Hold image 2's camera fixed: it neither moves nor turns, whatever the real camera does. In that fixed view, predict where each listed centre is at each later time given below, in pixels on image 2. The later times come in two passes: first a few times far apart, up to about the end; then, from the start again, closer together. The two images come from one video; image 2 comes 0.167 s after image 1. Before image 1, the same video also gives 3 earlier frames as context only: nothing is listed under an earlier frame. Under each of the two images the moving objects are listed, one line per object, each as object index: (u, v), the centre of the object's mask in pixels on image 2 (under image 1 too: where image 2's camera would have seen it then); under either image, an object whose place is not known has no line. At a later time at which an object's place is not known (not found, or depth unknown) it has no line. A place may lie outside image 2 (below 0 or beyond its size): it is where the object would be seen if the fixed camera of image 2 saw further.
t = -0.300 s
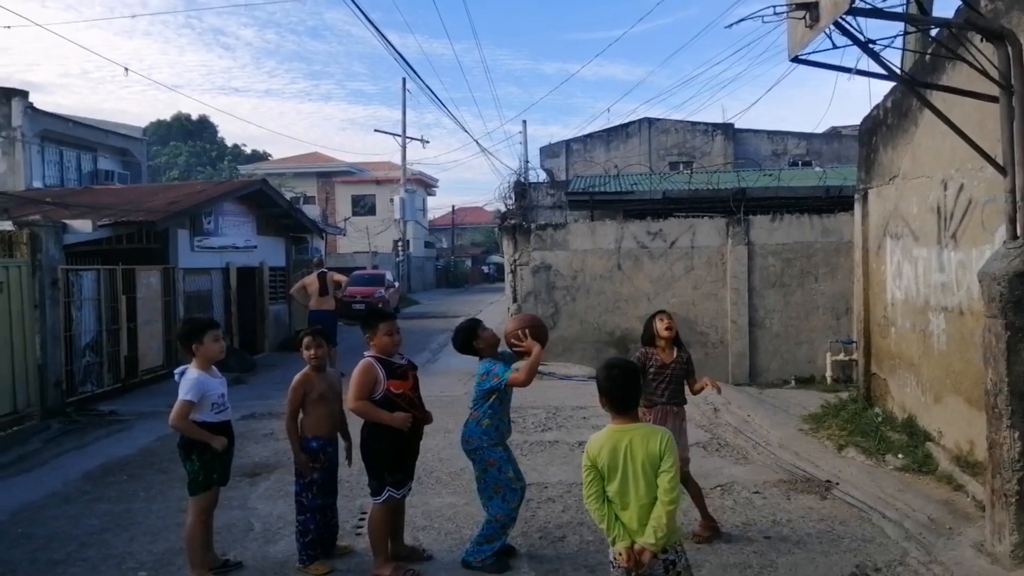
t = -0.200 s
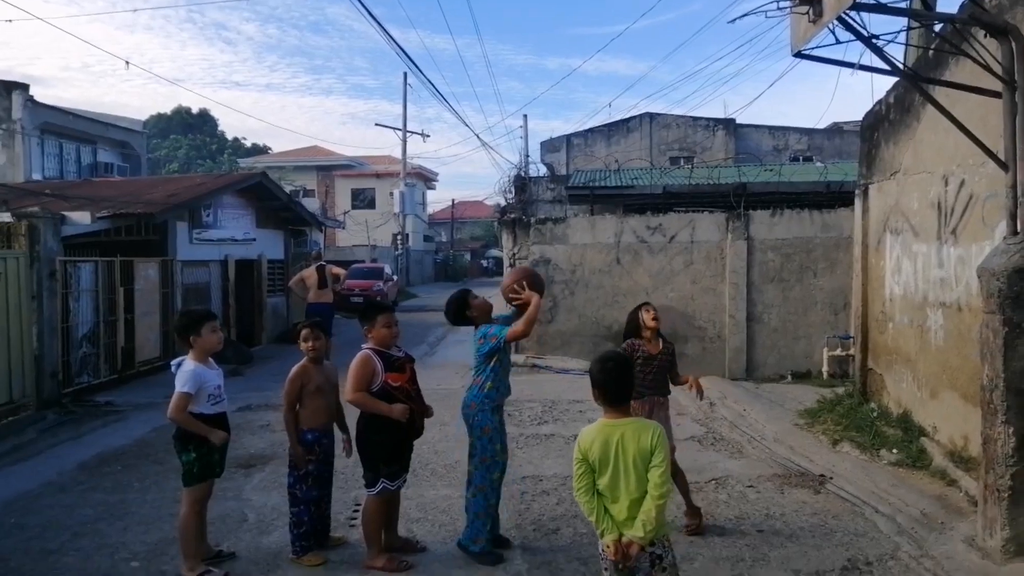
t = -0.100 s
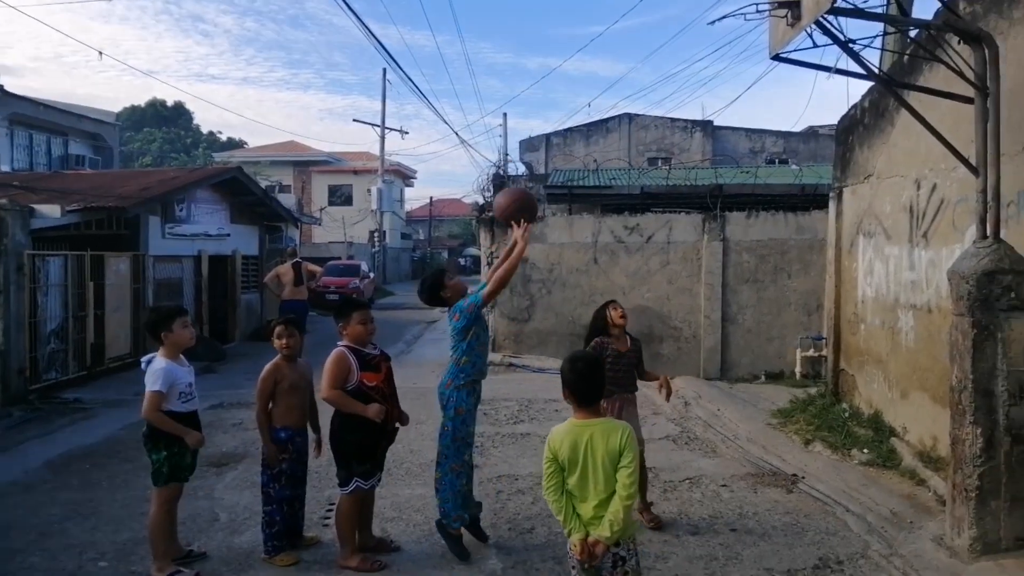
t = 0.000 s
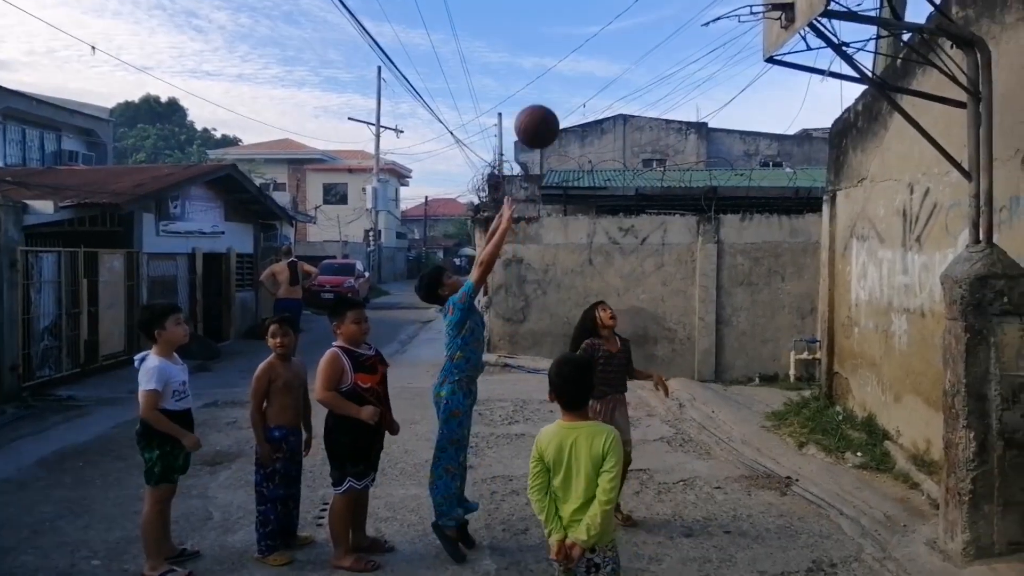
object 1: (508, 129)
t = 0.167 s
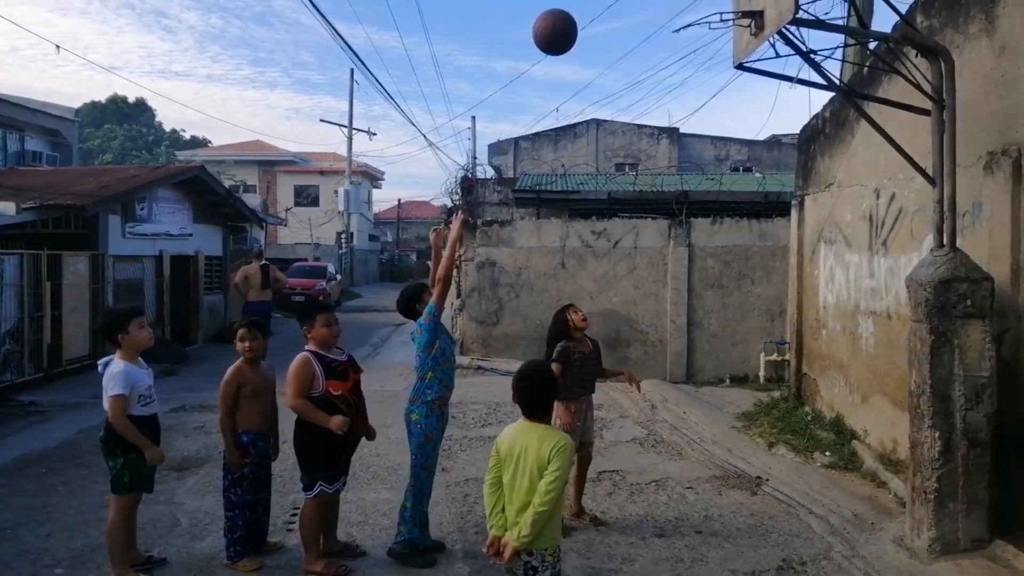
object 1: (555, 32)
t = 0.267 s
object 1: (582, 6)
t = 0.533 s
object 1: (657, -1)
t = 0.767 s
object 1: (652, 18)
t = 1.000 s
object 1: (627, 118)
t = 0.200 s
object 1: (563, 21)
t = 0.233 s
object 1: (573, 12)
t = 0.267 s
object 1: (582, 6)
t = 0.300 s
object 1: (592, 2)
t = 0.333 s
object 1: (601, 1)
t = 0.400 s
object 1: (624, -9)
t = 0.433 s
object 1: (634, -8)
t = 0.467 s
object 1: (642, -3)
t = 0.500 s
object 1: (650, -5)
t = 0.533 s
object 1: (657, -1)
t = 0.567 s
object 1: (662, 6)
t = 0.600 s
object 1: (663, 11)
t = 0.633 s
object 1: (663, 12)
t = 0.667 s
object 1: (661, 9)
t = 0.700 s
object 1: (658, 10)
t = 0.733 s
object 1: (655, 12)
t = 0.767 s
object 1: (652, 18)
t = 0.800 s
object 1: (649, 25)
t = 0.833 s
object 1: (646, 33)
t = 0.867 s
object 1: (643, 46)
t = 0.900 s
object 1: (642, 59)
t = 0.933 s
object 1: (636, 77)
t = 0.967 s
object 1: (631, 97)
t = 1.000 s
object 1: (627, 118)
